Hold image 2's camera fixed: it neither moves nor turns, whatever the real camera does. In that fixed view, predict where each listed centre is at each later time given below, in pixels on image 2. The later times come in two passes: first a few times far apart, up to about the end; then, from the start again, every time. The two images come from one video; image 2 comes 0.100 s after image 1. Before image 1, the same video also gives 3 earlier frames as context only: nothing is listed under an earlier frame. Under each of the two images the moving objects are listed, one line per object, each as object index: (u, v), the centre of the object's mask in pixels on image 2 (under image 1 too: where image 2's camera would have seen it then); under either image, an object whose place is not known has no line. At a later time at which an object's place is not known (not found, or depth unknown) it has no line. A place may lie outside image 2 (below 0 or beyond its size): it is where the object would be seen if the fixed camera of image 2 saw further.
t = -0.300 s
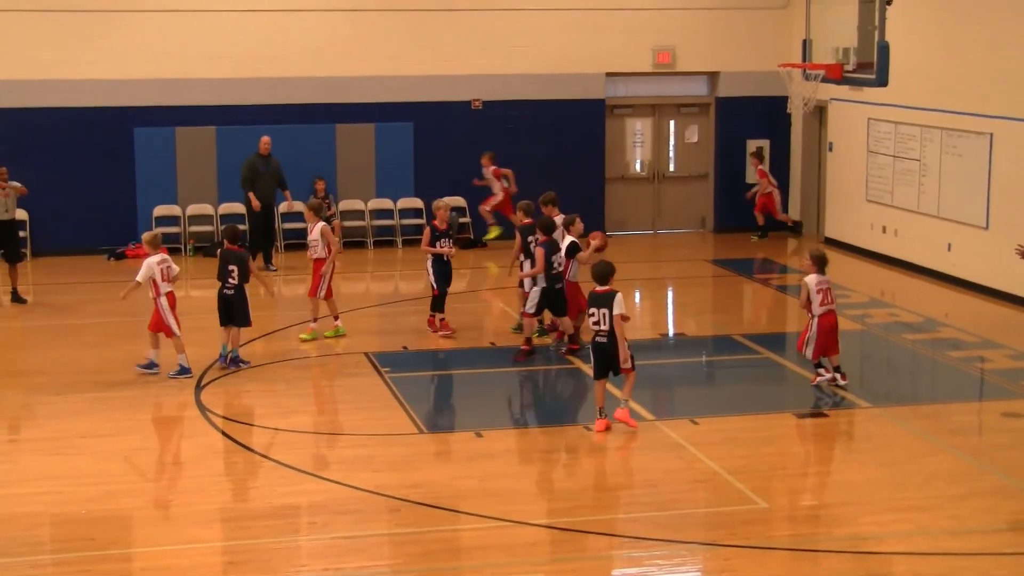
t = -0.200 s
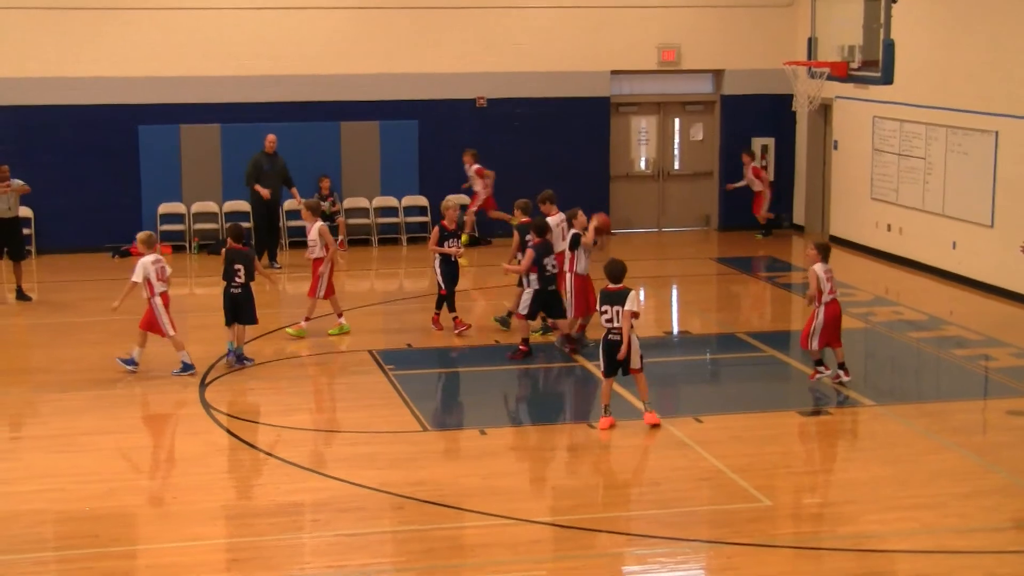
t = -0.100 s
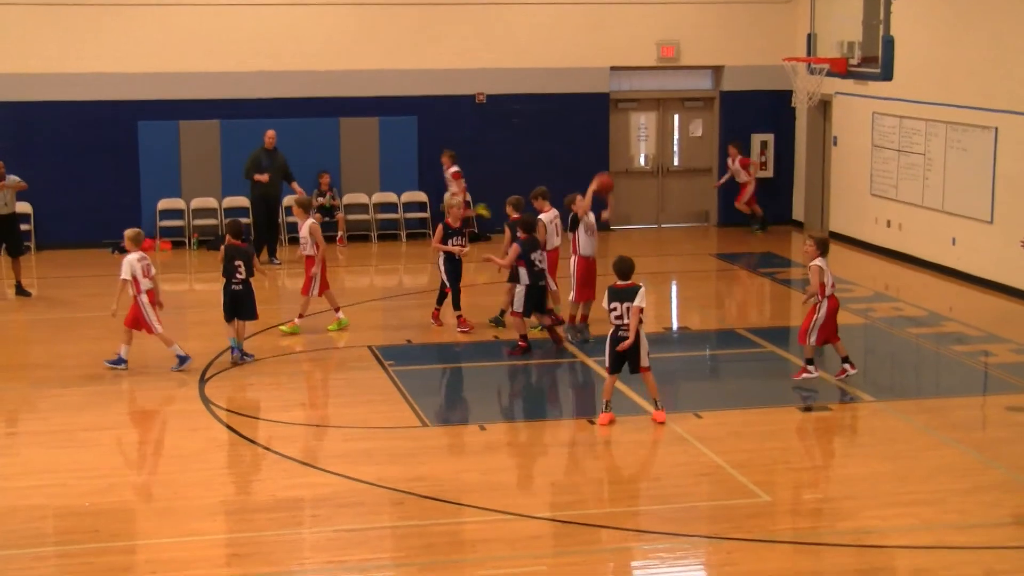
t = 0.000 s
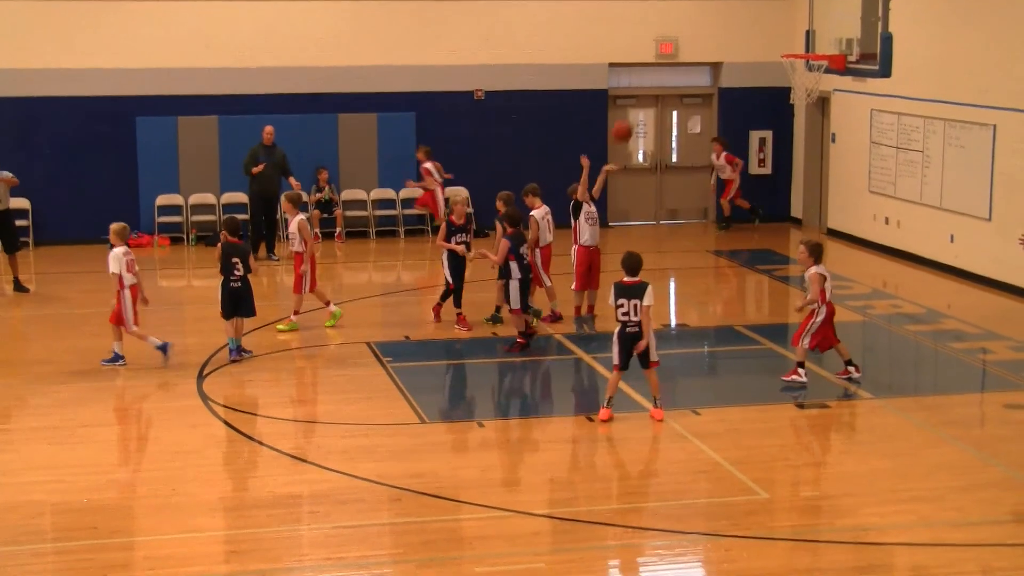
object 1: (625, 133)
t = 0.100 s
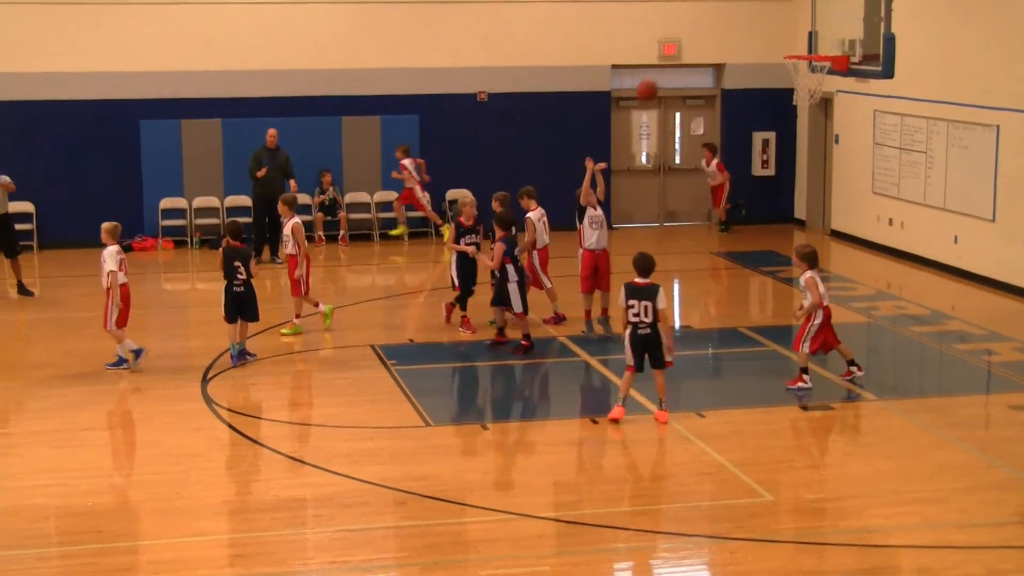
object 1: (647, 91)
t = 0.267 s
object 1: (685, 38)
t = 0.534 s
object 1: (746, 9)
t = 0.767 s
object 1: (799, 41)
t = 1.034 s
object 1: (825, 91)
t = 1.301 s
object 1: (820, 171)
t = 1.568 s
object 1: (816, 317)
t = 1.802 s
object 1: (804, 265)
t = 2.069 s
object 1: (786, 194)
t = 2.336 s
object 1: (769, 191)
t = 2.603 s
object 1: (750, 253)
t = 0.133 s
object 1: (654, 78)
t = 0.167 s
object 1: (661, 66)
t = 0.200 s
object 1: (669, 55)
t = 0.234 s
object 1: (677, 47)
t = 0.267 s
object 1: (685, 38)
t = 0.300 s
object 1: (692, 31)
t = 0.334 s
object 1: (700, 25)
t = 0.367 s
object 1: (708, 19)
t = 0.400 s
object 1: (715, 15)
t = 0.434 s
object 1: (723, 12)
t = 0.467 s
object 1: (730, 10)
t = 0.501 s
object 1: (739, 9)
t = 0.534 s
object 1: (746, 9)
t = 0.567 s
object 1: (753, 11)
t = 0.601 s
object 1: (762, 13)
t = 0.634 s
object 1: (769, 16)
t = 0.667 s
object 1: (776, 21)
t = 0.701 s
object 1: (784, 27)
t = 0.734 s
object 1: (792, 33)
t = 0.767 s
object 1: (799, 41)
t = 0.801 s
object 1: (806, 48)
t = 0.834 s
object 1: (816, 61)
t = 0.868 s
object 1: (820, 71)
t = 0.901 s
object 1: (824, 75)
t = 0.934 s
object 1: (826, 77)
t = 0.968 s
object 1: (826, 83)
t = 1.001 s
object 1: (826, 86)
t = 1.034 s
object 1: (825, 91)
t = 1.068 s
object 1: (825, 99)
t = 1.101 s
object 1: (824, 106)
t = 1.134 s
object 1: (823, 114)
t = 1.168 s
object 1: (823, 123)
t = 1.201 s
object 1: (822, 134)
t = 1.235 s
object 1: (822, 145)
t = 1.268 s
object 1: (821, 158)
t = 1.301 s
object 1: (820, 171)
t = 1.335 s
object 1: (820, 186)
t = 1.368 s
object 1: (819, 203)
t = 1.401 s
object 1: (818, 220)
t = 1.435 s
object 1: (818, 236)
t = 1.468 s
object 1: (818, 255)
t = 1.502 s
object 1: (817, 275)
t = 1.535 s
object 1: (817, 295)
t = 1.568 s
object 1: (816, 317)
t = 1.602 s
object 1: (815, 339)
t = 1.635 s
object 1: (814, 341)
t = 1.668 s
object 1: (812, 324)
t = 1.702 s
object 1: (810, 307)
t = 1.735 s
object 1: (808, 293)
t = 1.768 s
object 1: (805, 278)
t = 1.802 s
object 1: (804, 265)
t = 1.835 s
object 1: (802, 252)
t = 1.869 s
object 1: (800, 239)
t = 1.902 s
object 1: (798, 229)
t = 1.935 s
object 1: (795, 221)
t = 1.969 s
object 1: (793, 213)
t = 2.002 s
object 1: (790, 205)
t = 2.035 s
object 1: (788, 199)
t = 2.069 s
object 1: (786, 194)
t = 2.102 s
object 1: (784, 190)
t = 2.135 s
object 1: (782, 187)
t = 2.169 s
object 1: (780, 185)
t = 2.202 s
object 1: (778, 185)
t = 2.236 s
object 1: (776, 184)
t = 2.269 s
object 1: (774, 186)
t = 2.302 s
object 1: (771, 188)
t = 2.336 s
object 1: (769, 191)
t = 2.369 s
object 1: (766, 196)
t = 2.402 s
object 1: (764, 201)
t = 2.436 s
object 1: (762, 207)
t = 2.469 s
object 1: (760, 214)
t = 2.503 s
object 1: (758, 222)
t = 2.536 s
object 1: (755, 232)
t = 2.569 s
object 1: (753, 242)
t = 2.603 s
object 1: (750, 253)
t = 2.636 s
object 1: (747, 266)
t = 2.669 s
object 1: (745, 281)
